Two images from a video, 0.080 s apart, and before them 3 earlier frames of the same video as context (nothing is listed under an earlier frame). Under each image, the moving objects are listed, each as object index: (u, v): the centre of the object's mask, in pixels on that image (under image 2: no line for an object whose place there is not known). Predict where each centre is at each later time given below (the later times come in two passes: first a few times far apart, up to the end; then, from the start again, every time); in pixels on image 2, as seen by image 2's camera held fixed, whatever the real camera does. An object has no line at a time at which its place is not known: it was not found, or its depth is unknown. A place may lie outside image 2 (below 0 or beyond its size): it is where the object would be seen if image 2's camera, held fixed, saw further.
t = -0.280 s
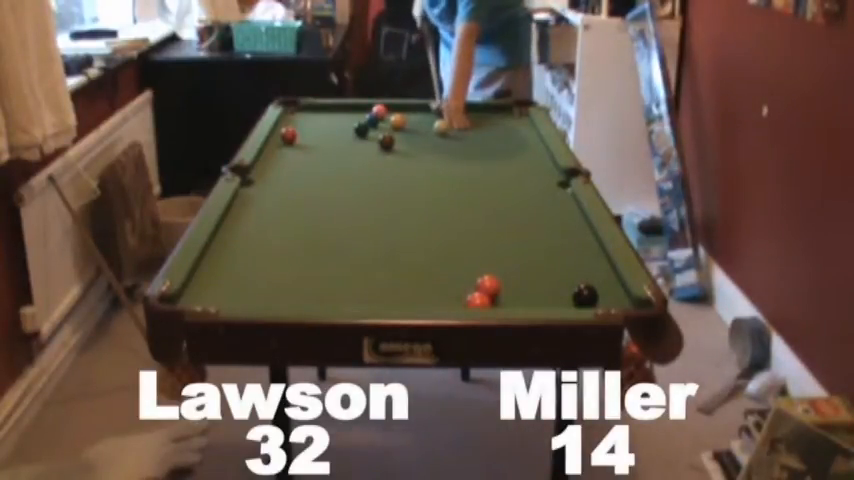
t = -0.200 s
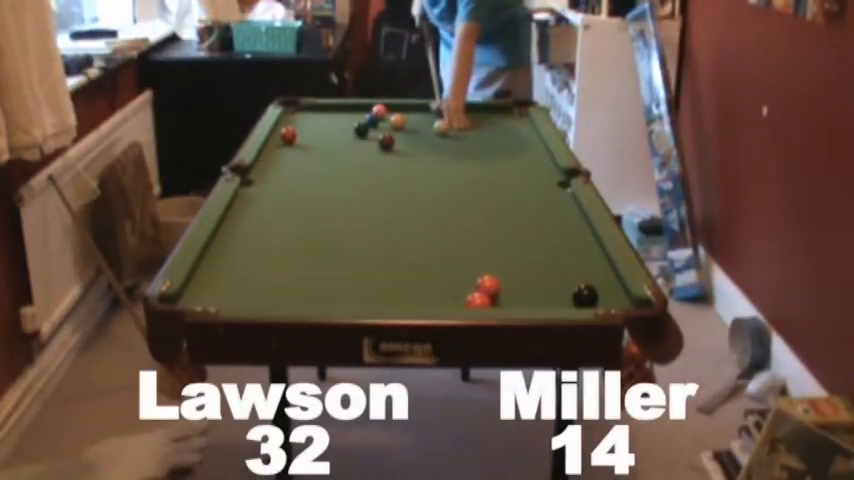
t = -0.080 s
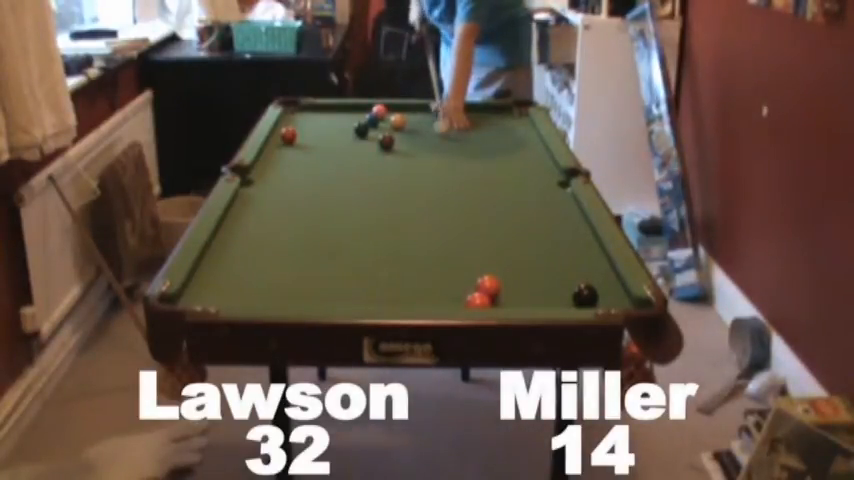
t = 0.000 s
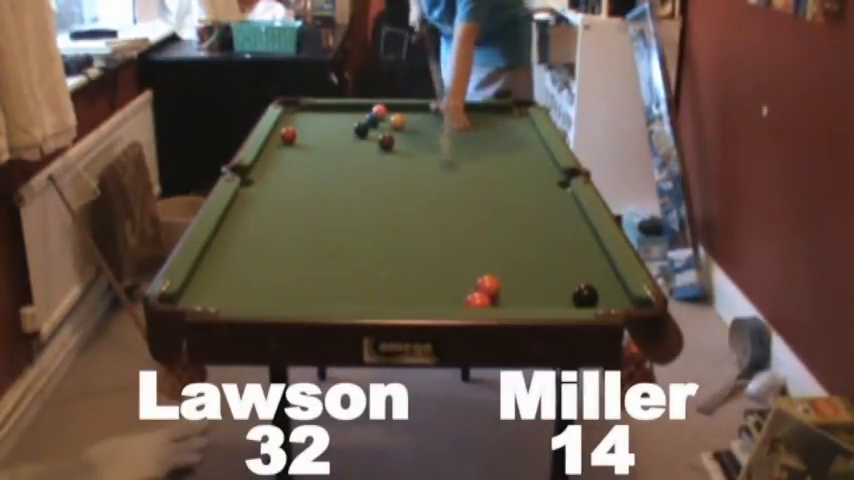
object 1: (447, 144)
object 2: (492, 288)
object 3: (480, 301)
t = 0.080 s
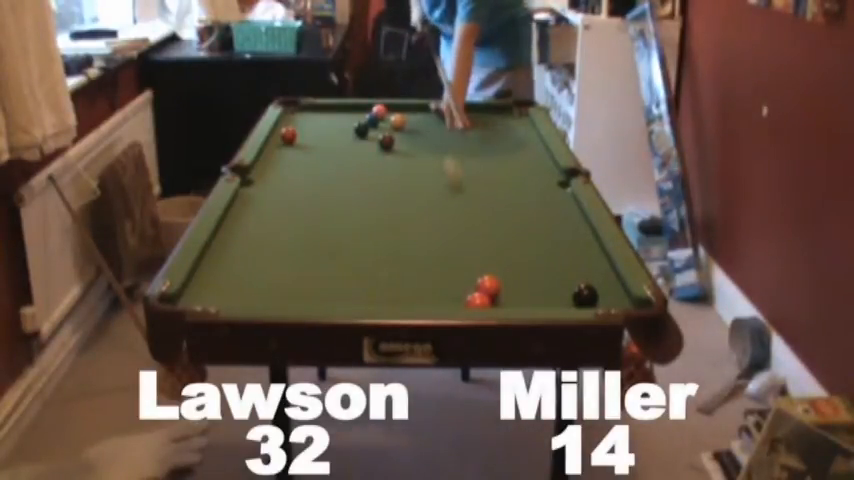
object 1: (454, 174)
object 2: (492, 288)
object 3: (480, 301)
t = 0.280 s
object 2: (492, 288)
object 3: (481, 301)
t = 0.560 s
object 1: (411, 296)
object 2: (545, 272)
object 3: (466, 300)
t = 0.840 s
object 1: (374, 280)
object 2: (578, 232)
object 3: (458, 299)
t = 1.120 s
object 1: (347, 262)
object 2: (561, 209)
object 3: (457, 299)
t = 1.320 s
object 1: (334, 254)
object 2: (542, 195)
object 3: (457, 299)
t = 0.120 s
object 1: (456, 187)
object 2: (492, 288)
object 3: (480, 301)
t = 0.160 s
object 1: (459, 201)
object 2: (492, 288)
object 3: (480, 301)
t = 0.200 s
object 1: (464, 216)
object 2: (492, 288)
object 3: (480, 301)
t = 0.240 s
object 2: (492, 288)
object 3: (480, 301)
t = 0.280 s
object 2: (492, 288)
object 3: (481, 301)
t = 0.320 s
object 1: (471, 263)
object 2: (492, 288)
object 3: (481, 301)
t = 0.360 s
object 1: (464, 281)
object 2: (492, 287)
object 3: (480, 302)
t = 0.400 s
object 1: (453, 286)
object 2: (519, 299)
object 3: (477, 301)
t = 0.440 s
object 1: (442, 290)
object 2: (528, 294)
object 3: (474, 300)
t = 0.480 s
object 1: (430, 293)
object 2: (534, 286)
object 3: (472, 300)
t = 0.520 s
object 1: (420, 298)
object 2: (540, 278)
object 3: (468, 300)
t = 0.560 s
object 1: (411, 296)
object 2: (545, 272)
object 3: (466, 300)
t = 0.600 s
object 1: (405, 293)
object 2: (550, 266)
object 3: (464, 299)
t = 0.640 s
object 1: (399, 293)
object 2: (555, 260)
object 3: (464, 299)
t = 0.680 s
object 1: (394, 291)
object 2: (560, 253)
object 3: (462, 299)
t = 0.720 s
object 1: (388, 289)
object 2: (565, 247)
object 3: (459, 299)
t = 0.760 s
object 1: (384, 287)
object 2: (569, 243)
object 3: (459, 299)
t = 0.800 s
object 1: (379, 285)
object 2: (574, 237)
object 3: (458, 299)
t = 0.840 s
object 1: (374, 280)
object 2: (578, 232)
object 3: (458, 299)
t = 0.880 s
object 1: (370, 276)
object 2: (581, 229)
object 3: (458, 299)
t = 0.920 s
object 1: (366, 273)
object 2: (582, 226)
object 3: (458, 299)
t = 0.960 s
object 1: (362, 271)
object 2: (578, 222)
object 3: (457, 299)
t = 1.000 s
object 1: (357, 270)
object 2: (573, 218)
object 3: (457, 299)
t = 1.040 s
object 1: (354, 266)
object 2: (569, 215)
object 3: (457, 299)
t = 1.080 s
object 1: (351, 265)
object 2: (565, 212)
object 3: (457, 299)
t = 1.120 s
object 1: (347, 262)
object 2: (561, 209)
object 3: (457, 299)
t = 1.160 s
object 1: (345, 261)
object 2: (558, 205)
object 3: (457, 299)
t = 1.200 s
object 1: (342, 259)
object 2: (554, 203)
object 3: (457, 299)
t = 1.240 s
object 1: (339, 257)
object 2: (549, 200)
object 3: (457, 299)
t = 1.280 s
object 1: (337, 255)
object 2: (545, 197)
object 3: (457, 299)
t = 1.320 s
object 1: (334, 254)
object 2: (542, 195)
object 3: (457, 299)
